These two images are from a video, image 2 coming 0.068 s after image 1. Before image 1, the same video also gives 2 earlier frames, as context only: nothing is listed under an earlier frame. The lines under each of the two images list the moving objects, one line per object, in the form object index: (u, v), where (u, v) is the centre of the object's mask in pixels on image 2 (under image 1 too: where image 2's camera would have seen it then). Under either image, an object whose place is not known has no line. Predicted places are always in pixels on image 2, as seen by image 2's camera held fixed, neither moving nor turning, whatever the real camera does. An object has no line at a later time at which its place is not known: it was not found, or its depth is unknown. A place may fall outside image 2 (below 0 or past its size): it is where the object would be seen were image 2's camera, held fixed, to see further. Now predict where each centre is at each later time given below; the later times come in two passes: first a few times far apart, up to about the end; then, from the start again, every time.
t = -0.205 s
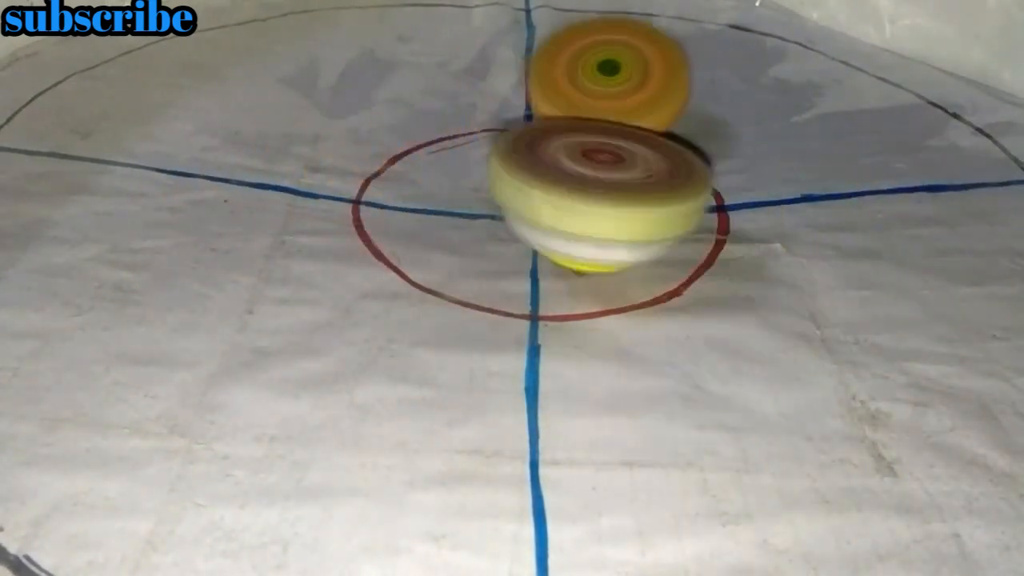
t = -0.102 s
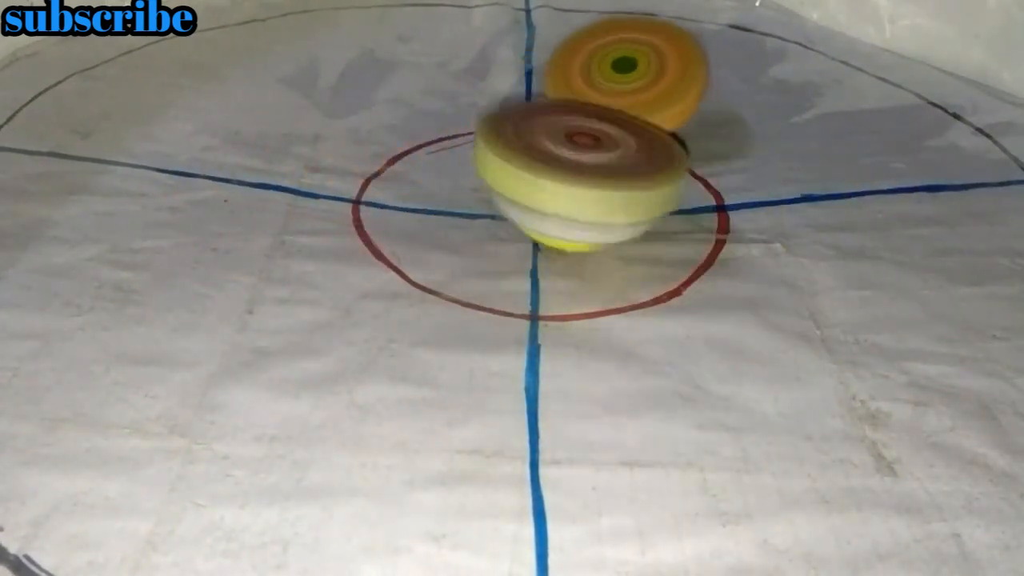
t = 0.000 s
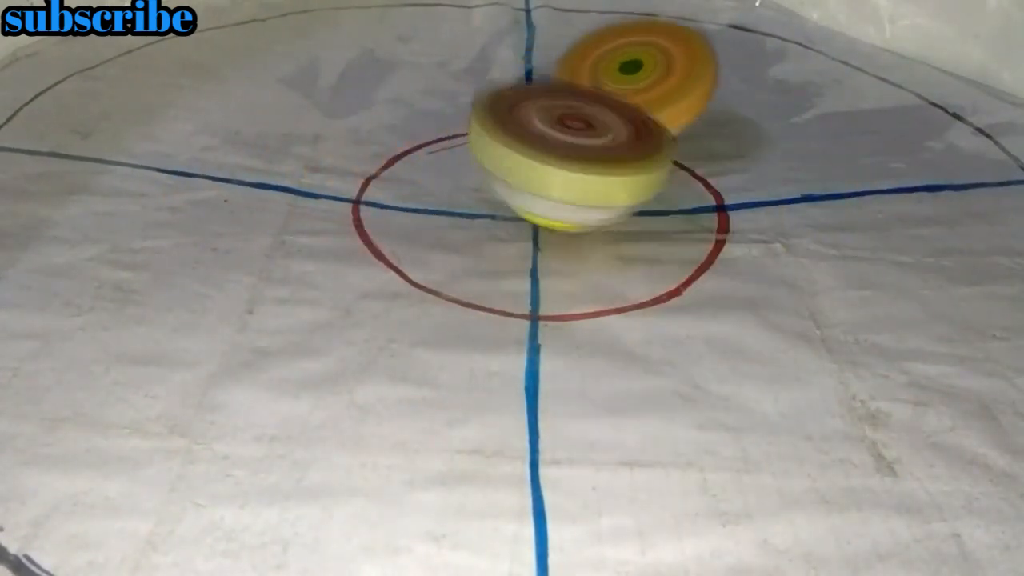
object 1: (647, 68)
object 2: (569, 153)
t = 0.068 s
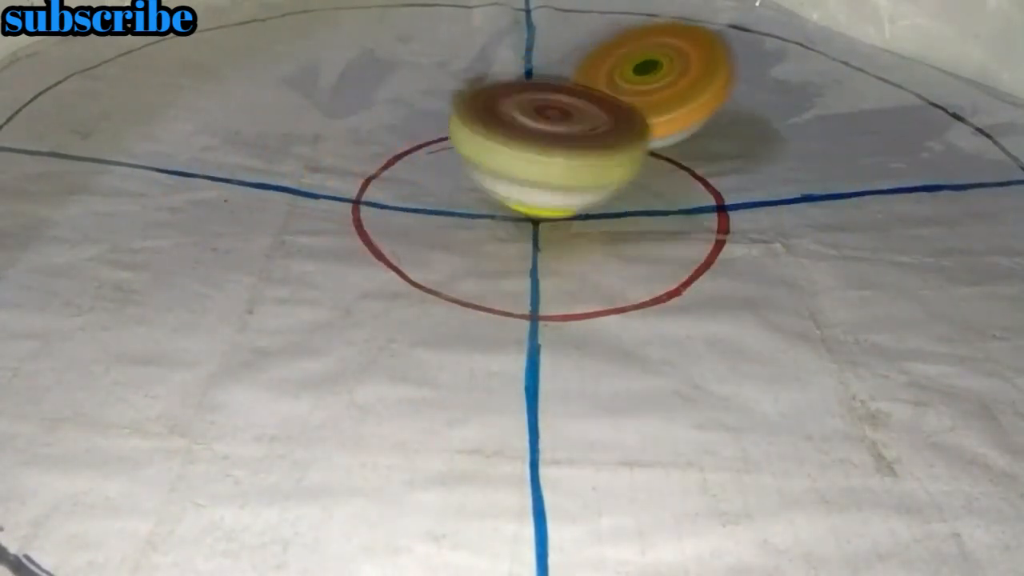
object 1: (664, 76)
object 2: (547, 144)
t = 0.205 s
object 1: (696, 98)
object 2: (510, 129)
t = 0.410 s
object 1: (706, 127)
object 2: (481, 108)
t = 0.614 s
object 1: (672, 160)
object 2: (484, 99)
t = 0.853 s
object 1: (625, 179)
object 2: (478, 95)
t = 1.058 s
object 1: (559, 192)
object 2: (467, 81)
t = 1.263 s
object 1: (497, 207)
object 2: (499, 69)
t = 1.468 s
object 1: (495, 191)
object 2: (525, 67)
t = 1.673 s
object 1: (506, 189)
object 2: (552, 84)
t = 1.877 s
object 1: (438, 247)
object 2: (597, 93)
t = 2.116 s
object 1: (440, 239)
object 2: (582, 104)
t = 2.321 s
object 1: (463, 223)
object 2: (514, 109)
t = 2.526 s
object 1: (525, 217)
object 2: (413, 115)
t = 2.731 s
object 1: (587, 216)
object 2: (396, 107)
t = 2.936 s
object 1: (608, 229)
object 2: (423, 129)
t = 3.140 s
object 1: (587, 243)
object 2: (419, 144)
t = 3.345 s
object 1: (569, 225)
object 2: (419, 140)
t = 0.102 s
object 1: (674, 82)
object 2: (537, 139)
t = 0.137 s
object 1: (684, 88)
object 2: (526, 137)
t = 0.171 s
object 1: (691, 94)
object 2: (518, 133)
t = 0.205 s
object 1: (696, 98)
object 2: (510, 129)
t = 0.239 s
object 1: (699, 103)
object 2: (502, 126)
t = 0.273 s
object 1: (703, 107)
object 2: (498, 122)
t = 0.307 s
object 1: (705, 112)
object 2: (494, 119)
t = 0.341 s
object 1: (706, 117)
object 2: (486, 116)
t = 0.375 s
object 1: (707, 122)
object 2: (481, 111)
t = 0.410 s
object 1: (706, 127)
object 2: (481, 108)
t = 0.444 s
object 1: (703, 133)
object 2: (480, 106)
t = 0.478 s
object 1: (699, 138)
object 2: (480, 105)
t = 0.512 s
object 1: (691, 146)
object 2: (482, 104)
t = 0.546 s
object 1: (684, 151)
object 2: (483, 103)
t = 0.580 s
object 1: (678, 156)
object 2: (484, 100)
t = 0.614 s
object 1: (672, 160)
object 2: (484, 99)
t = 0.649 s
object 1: (666, 163)
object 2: (483, 98)
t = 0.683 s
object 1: (659, 165)
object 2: (483, 97)
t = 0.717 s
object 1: (652, 167)
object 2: (483, 97)
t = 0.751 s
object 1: (644, 168)
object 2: (482, 98)
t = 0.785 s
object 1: (638, 170)
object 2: (481, 97)
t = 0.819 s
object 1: (631, 175)
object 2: (480, 96)
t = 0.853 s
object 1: (625, 179)
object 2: (478, 95)
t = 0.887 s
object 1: (615, 181)
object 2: (473, 94)
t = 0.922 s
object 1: (605, 187)
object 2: (469, 89)
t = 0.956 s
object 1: (595, 192)
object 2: (468, 86)
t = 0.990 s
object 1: (584, 195)
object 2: (466, 84)
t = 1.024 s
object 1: (570, 194)
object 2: (466, 82)
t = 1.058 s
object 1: (559, 192)
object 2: (467, 81)
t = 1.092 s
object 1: (548, 189)
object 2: (468, 79)
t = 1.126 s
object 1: (541, 192)
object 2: (474, 75)
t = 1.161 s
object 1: (530, 197)
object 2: (483, 70)
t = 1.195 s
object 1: (517, 203)
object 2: (491, 68)
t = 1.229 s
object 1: (504, 207)
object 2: (498, 69)
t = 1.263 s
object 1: (497, 207)
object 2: (499, 69)
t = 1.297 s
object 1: (492, 206)
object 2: (501, 68)
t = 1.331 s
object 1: (489, 202)
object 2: (507, 66)
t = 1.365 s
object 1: (488, 199)
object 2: (514, 67)
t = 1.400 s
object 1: (489, 196)
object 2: (520, 69)
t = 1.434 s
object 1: (491, 194)
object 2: (524, 68)
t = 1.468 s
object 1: (495, 191)
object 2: (525, 67)
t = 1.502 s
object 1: (498, 188)
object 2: (530, 68)
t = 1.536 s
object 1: (503, 186)
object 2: (538, 72)
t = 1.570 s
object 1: (510, 184)
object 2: (543, 75)
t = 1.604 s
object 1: (511, 185)
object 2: (542, 77)
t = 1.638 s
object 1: (505, 187)
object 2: (547, 80)
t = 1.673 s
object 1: (506, 189)
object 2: (552, 84)
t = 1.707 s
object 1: (504, 196)
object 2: (555, 86)
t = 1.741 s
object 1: (482, 212)
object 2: (571, 88)
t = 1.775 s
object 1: (460, 230)
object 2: (589, 81)
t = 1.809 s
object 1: (447, 237)
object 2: (598, 83)
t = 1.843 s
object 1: (439, 246)
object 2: (601, 87)
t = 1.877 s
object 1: (438, 247)
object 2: (597, 93)
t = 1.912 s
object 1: (437, 248)
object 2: (590, 94)
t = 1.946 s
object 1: (436, 248)
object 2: (584, 95)
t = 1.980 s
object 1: (436, 249)
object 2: (582, 95)
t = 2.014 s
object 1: (437, 248)
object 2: (586, 96)
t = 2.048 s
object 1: (437, 244)
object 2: (588, 99)
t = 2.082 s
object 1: (438, 243)
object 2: (586, 101)
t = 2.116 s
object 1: (440, 239)
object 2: (582, 104)
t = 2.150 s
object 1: (441, 237)
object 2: (577, 106)
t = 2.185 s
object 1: (443, 233)
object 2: (567, 107)
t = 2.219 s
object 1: (445, 230)
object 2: (556, 109)
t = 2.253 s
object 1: (450, 228)
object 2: (544, 112)
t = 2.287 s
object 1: (456, 225)
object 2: (530, 111)
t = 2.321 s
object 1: (463, 223)
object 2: (514, 109)
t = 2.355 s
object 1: (471, 220)
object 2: (500, 109)
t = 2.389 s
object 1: (481, 219)
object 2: (482, 108)
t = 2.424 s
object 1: (491, 217)
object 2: (450, 103)
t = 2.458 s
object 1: (502, 217)
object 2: (422, 114)
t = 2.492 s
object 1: (513, 217)
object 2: (415, 117)
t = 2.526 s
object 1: (525, 217)
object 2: (413, 115)
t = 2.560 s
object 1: (536, 216)
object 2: (409, 114)
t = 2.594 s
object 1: (549, 216)
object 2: (406, 113)
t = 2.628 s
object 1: (560, 215)
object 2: (404, 110)
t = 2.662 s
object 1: (569, 215)
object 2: (400, 109)
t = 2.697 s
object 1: (579, 214)
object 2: (397, 108)
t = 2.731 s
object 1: (587, 216)
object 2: (396, 107)
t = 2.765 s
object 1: (595, 217)
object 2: (396, 108)
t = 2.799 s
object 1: (599, 219)
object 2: (398, 109)
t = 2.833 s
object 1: (603, 222)
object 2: (402, 112)
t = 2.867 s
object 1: (605, 223)
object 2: (406, 115)
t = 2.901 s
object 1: (607, 227)
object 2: (413, 120)
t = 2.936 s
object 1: (608, 229)
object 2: (423, 129)
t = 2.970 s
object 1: (606, 234)
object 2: (432, 135)
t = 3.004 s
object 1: (605, 237)
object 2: (438, 136)
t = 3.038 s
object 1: (600, 240)
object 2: (440, 136)
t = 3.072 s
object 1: (596, 242)
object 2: (436, 138)
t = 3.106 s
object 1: (591, 243)
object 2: (424, 140)
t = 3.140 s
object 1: (587, 243)
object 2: (419, 144)
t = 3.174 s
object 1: (584, 242)
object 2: (415, 146)
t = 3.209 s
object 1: (579, 240)
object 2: (410, 144)
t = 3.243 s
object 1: (576, 237)
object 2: (411, 145)
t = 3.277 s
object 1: (572, 234)
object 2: (411, 144)
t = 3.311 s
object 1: (571, 230)
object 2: (415, 142)
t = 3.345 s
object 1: (569, 225)
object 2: (419, 140)
